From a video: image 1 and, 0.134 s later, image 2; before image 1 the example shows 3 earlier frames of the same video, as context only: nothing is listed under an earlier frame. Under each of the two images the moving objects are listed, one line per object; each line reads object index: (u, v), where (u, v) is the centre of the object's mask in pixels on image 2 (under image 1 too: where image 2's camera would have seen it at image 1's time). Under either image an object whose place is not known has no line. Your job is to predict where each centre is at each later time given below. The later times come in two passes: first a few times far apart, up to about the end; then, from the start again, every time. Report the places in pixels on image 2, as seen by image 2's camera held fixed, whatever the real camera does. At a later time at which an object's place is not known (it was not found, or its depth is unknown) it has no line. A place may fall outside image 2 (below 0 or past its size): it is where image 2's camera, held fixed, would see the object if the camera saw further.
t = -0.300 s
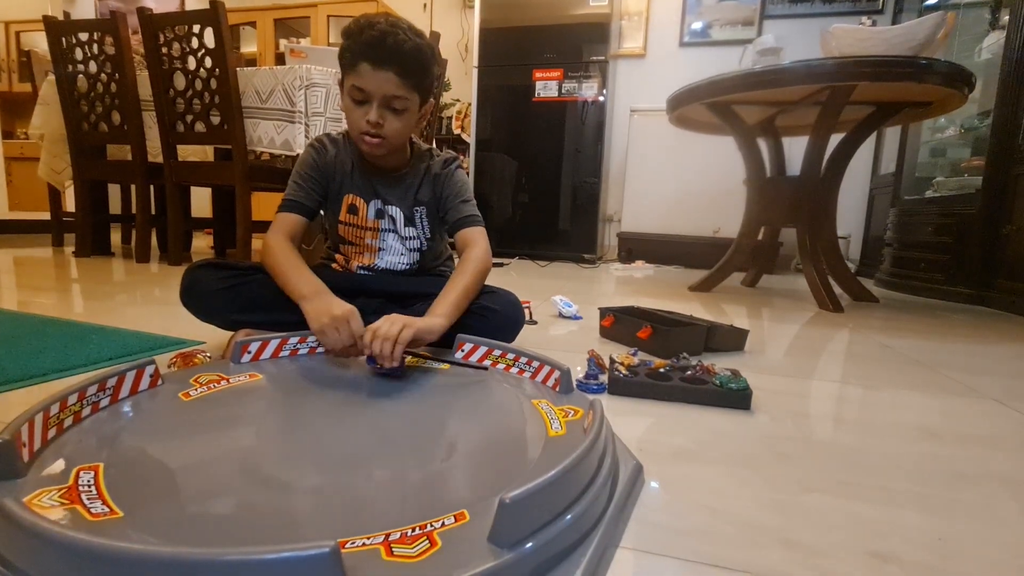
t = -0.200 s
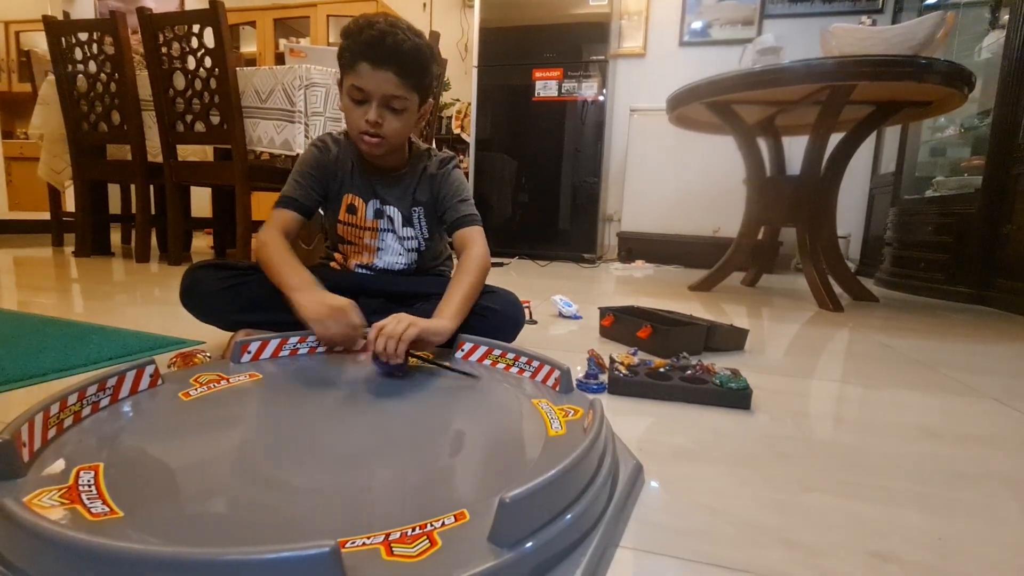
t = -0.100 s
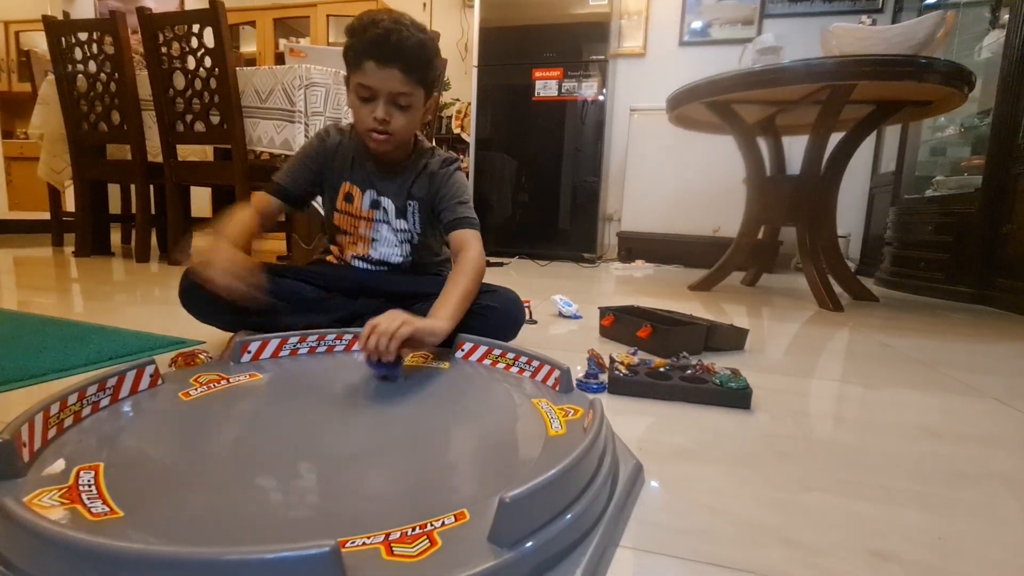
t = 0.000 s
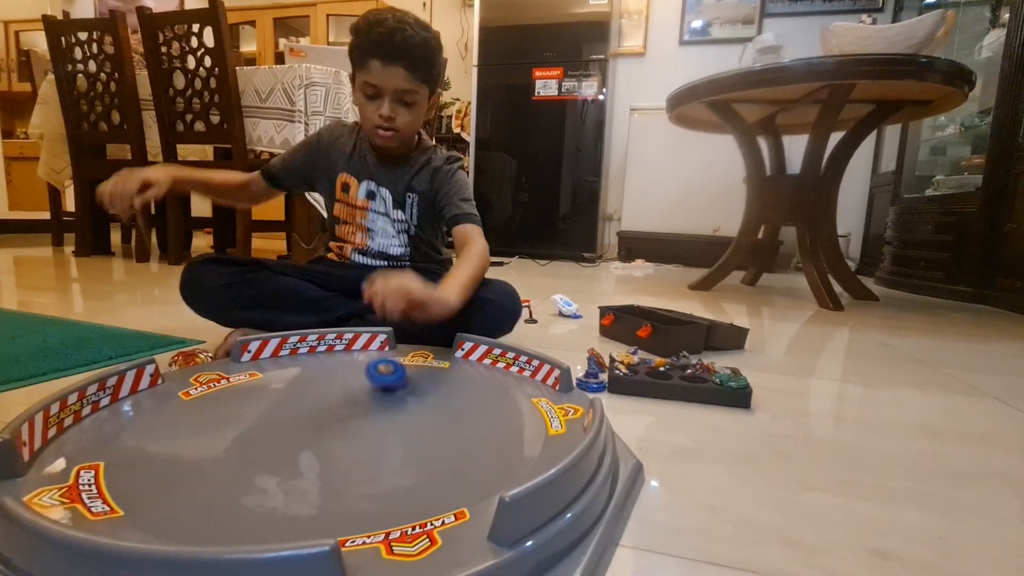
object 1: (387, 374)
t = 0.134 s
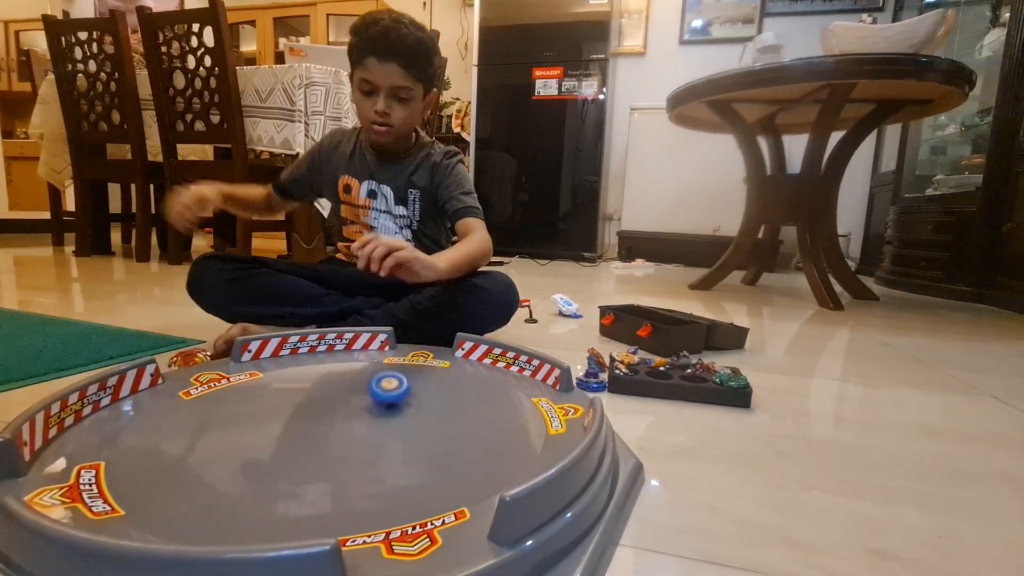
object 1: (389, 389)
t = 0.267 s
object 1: (402, 400)
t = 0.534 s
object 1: (465, 403)
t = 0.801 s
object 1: (502, 404)
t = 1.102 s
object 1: (483, 417)
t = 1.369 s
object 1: (442, 437)
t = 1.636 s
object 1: (397, 459)
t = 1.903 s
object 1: (333, 473)
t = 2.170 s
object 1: (270, 471)
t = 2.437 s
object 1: (225, 457)
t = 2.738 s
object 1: (227, 431)
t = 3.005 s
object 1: (259, 409)
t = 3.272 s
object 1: (290, 391)
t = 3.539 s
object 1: (326, 382)
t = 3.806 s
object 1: (363, 381)
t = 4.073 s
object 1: (398, 385)
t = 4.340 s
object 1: (425, 398)
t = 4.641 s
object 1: (435, 419)
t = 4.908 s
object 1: (426, 440)
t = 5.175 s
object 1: (394, 460)
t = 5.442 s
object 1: (342, 466)
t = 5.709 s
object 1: (297, 460)
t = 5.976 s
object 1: (271, 441)
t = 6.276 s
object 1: (273, 415)
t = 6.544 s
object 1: (296, 398)
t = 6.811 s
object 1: (329, 389)
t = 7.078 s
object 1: (366, 389)
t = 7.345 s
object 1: (401, 397)
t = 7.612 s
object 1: (424, 410)
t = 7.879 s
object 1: (427, 428)
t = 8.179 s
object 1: (400, 446)
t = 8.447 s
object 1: (351, 456)
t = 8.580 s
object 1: (325, 457)
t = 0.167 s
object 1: (391, 392)
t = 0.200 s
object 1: (393, 395)
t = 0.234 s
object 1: (397, 398)
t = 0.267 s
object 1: (402, 400)
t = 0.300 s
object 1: (408, 402)
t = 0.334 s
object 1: (416, 403)
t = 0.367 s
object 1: (425, 404)
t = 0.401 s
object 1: (434, 404)
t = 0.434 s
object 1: (442, 404)
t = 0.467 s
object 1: (450, 404)
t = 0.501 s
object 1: (458, 403)
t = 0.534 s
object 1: (465, 403)
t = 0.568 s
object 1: (472, 402)
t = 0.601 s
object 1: (479, 402)
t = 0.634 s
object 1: (484, 402)
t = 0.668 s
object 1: (489, 402)
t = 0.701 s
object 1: (493, 403)
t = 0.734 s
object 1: (497, 403)
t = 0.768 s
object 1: (500, 403)
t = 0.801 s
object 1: (502, 404)
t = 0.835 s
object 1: (503, 404)
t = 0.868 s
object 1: (504, 405)
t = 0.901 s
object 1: (503, 407)
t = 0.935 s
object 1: (501, 408)
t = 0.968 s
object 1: (499, 409)
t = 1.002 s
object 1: (496, 411)
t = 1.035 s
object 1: (492, 413)
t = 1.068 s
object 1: (488, 415)
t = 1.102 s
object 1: (483, 417)
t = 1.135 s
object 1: (478, 420)
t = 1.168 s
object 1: (472, 422)
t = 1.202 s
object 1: (467, 424)
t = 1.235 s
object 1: (461, 426)
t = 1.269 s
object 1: (456, 429)
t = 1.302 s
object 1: (451, 432)
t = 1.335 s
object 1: (446, 434)
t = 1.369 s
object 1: (442, 437)
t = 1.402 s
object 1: (437, 440)
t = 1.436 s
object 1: (432, 442)
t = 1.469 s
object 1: (427, 445)
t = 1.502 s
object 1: (422, 448)
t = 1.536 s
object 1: (416, 450)
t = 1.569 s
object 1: (410, 454)
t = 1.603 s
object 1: (404, 457)
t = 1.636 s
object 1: (397, 459)
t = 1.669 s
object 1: (390, 462)
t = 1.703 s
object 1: (382, 464)
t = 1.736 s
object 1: (374, 466)
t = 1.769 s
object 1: (366, 468)
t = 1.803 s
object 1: (358, 469)
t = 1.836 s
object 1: (349, 471)
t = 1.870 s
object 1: (341, 472)
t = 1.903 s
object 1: (333, 473)
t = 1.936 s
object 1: (325, 473)
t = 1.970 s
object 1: (317, 474)
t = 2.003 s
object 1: (309, 473)
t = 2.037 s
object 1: (300, 474)
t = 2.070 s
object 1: (293, 474)
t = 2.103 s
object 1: (285, 473)
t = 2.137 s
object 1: (277, 472)
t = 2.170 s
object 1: (270, 471)
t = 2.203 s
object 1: (263, 470)
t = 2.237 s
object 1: (256, 469)
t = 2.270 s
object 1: (250, 467)
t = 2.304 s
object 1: (244, 465)
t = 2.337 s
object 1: (238, 463)
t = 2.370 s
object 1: (233, 461)
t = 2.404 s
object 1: (229, 459)
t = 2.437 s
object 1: (225, 457)
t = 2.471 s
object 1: (222, 455)
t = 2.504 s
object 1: (220, 452)
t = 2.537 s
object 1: (219, 449)
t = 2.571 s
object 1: (219, 446)
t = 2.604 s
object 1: (219, 443)
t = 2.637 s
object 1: (220, 440)
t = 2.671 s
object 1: (222, 437)
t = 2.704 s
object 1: (224, 434)
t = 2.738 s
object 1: (227, 431)
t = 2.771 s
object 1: (230, 428)
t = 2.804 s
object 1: (233, 425)
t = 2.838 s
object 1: (237, 422)
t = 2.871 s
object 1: (241, 419)
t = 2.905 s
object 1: (245, 416)
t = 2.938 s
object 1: (249, 414)
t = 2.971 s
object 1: (254, 411)
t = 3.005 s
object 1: (259, 409)
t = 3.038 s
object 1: (263, 407)
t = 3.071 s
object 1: (267, 404)
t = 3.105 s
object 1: (270, 402)
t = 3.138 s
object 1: (274, 400)
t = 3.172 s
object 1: (278, 397)
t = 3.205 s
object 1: (282, 396)
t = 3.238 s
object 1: (286, 394)
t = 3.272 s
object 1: (290, 391)
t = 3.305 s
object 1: (294, 390)
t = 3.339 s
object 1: (299, 389)
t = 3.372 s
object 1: (303, 387)
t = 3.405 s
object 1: (308, 386)
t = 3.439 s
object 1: (312, 385)
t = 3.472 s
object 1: (317, 384)
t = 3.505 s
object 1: (322, 383)
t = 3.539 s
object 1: (326, 382)
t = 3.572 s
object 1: (331, 381)
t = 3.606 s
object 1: (336, 381)
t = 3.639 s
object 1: (340, 381)
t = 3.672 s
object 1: (345, 380)
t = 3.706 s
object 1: (349, 380)
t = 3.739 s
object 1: (354, 380)
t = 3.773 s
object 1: (358, 380)
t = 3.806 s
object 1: (363, 381)
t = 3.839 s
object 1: (367, 380)
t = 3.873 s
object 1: (372, 380)
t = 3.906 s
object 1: (376, 381)
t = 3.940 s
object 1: (381, 382)
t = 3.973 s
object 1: (385, 382)
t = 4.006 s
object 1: (389, 383)
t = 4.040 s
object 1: (394, 384)
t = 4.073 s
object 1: (398, 385)
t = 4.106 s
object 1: (402, 386)
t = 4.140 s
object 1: (405, 387)
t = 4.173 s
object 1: (409, 389)
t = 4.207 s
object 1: (413, 391)
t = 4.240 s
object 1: (416, 393)
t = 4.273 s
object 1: (419, 395)
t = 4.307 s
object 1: (422, 397)
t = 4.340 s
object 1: (425, 398)
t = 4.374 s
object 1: (427, 400)
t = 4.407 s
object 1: (428, 402)
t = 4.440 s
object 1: (429, 404)
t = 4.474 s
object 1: (431, 406)
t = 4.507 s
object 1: (432, 408)
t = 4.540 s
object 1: (433, 411)
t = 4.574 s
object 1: (434, 413)
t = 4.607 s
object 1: (434, 416)
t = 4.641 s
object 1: (435, 419)
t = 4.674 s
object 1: (435, 421)
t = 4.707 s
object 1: (435, 424)
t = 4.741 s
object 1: (435, 427)
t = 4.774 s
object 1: (434, 430)
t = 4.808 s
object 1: (432, 432)
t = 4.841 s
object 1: (431, 434)
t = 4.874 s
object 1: (429, 438)
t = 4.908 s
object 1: (426, 440)
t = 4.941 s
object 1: (424, 442)
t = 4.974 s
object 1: (421, 446)
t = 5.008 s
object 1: (417, 448)
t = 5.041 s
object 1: (413, 451)
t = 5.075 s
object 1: (409, 453)
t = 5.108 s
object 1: (404, 455)
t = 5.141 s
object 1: (399, 456)
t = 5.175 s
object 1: (394, 460)
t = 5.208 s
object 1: (388, 462)
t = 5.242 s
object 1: (382, 463)
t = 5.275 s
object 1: (375, 464)
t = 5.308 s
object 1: (368, 466)
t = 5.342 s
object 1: (362, 466)
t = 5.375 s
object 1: (355, 466)
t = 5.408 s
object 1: (349, 466)
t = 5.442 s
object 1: (342, 466)
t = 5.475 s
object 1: (336, 466)
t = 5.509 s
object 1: (329, 466)
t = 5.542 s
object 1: (323, 465)
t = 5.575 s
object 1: (317, 465)
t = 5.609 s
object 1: (312, 464)
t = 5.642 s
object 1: (306, 463)
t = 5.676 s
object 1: (302, 462)
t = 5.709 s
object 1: (297, 460)
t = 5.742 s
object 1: (293, 459)
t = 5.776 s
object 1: (289, 456)
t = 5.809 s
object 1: (285, 454)
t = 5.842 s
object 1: (282, 452)
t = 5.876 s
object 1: (279, 449)
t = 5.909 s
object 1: (276, 447)
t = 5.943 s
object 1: (273, 444)
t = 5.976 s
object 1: (271, 441)
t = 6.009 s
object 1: (270, 439)
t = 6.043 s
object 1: (268, 435)
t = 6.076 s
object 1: (268, 432)
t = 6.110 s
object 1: (268, 429)
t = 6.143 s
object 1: (268, 426)
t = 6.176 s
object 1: (269, 424)
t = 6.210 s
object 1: (270, 420)
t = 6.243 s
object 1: (272, 417)
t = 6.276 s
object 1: (273, 415)
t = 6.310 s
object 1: (276, 412)
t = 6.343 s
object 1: (278, 410)
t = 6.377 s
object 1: (280, 407)
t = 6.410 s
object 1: (283, 404)
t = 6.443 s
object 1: (286, 403)
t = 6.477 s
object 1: (289, 401)
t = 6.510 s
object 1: (293, 400)
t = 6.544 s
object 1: (296, 398)
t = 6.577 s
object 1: (300, 397)
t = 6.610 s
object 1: (304, 395)
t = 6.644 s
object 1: (308, 393)
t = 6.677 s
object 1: (312, 392)
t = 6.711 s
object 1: (316, 391)
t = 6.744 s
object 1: (320, 390)
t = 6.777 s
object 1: (325, 389)
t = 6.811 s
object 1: (329, 389)
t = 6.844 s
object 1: (334, 389)
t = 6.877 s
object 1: (338, 388)
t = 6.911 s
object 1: (343, 388)
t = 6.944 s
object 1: (347, 388)
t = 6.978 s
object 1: (352, 388)
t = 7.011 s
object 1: (356, 388)
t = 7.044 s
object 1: (362, 389)
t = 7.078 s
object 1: (366, 389)
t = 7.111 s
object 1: (371, 390)
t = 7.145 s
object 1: (375, 391)
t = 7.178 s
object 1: (380, 391)
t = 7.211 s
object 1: (384, 392)
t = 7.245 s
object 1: (388, 393)
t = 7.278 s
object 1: (393, 394)
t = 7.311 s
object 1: (397, 396)
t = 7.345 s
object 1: (401, 397)
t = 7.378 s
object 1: (405, 398)
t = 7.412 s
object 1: (408, 400)
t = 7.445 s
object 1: (412, 402)
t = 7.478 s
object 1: (415, 404)
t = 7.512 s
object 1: (418, 405)
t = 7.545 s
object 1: (420, 407)
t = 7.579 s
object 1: (422, 408)
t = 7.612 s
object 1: (424, 410)
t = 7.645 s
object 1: (426, 412)
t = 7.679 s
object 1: (427, 415)
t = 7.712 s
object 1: (428, 416)
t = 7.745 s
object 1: (428, 419)
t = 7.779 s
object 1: (428, 421)
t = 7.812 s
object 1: (428, 423)
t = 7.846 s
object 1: (428, 425)
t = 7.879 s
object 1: (427, 428)
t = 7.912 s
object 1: (426, 429)
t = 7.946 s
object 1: (424, 432)
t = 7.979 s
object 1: (421, 434)
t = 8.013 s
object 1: (419, 436)
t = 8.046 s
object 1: (416, 439)
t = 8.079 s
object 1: (412, 441)
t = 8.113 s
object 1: (409, 443)
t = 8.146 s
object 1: (405, 444)
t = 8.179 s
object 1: (400, 446)
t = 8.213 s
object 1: (394, 449)
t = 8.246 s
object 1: (389, 450)
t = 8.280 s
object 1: (383, 452)
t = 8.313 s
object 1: (377, 453)
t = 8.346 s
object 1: (371, 454)
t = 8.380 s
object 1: (364, 455)
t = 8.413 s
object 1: (358, 456)
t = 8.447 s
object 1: (351, 456)
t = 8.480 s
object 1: (345, 457)
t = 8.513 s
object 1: (338, 457)
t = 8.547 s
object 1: (332, 457)
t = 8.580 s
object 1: (325, 457)
